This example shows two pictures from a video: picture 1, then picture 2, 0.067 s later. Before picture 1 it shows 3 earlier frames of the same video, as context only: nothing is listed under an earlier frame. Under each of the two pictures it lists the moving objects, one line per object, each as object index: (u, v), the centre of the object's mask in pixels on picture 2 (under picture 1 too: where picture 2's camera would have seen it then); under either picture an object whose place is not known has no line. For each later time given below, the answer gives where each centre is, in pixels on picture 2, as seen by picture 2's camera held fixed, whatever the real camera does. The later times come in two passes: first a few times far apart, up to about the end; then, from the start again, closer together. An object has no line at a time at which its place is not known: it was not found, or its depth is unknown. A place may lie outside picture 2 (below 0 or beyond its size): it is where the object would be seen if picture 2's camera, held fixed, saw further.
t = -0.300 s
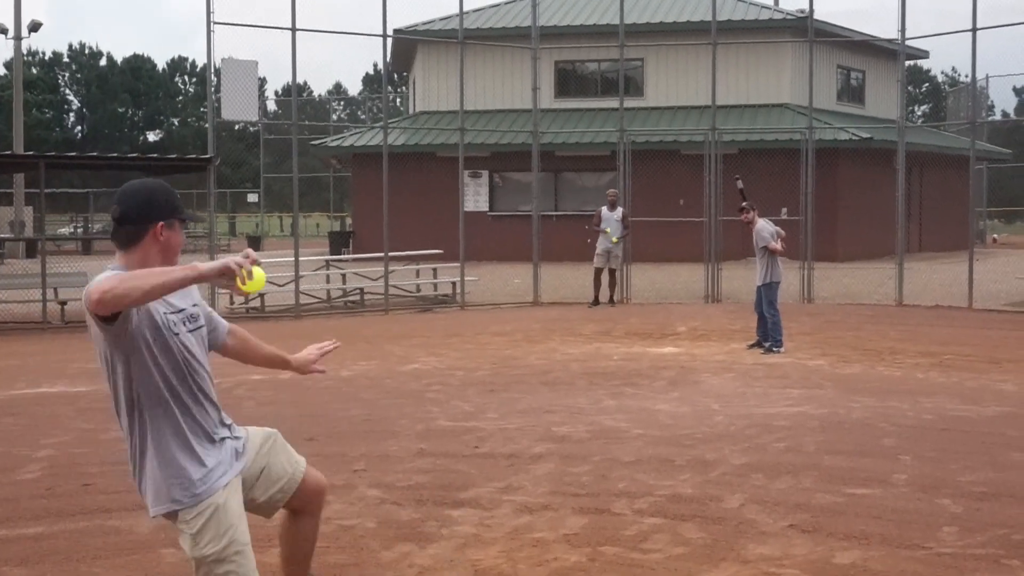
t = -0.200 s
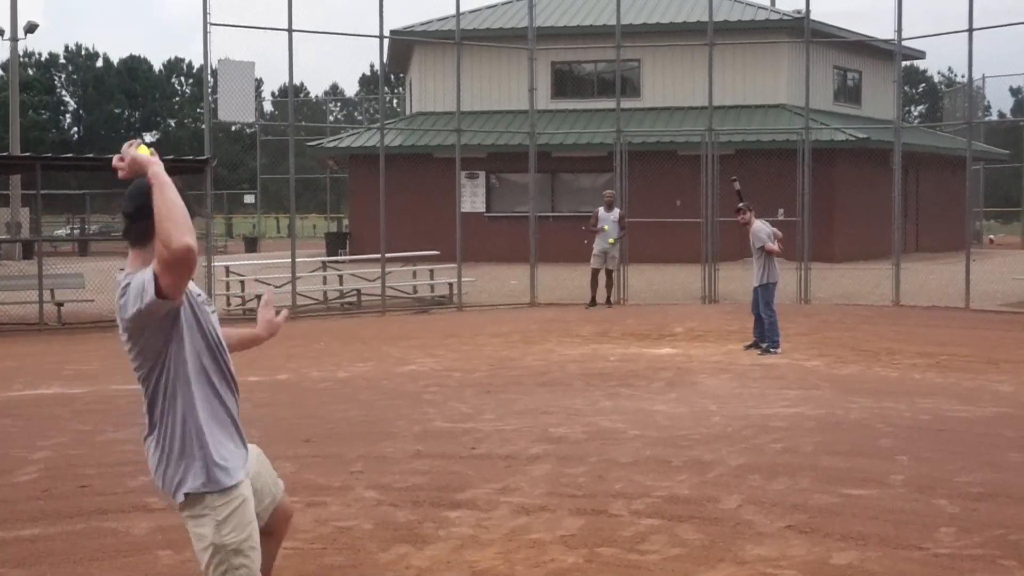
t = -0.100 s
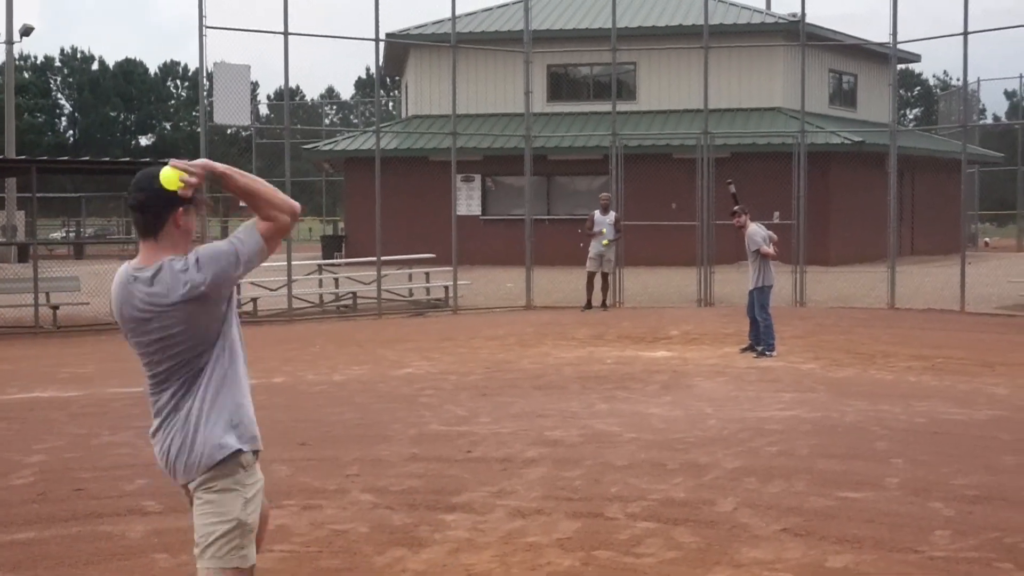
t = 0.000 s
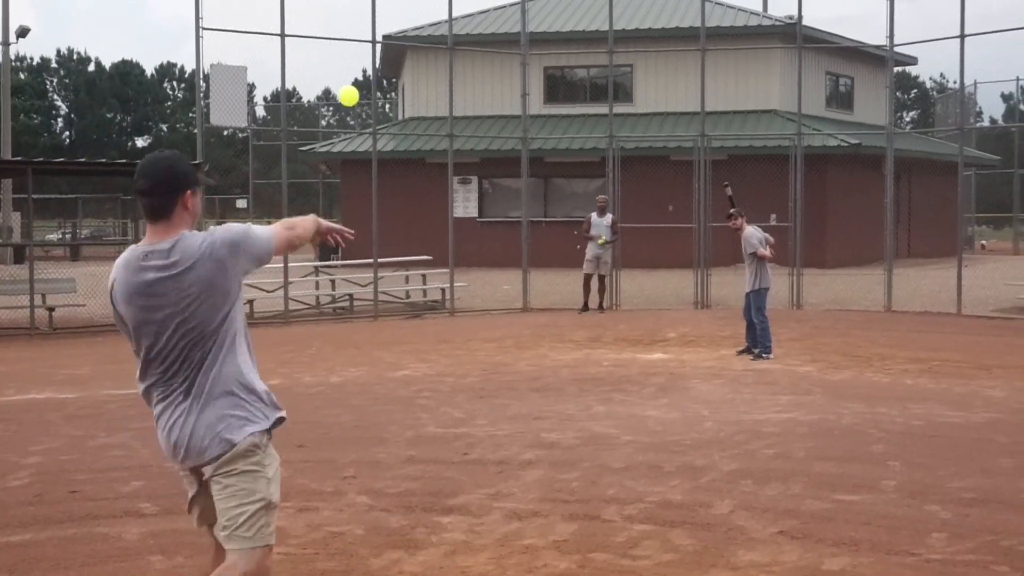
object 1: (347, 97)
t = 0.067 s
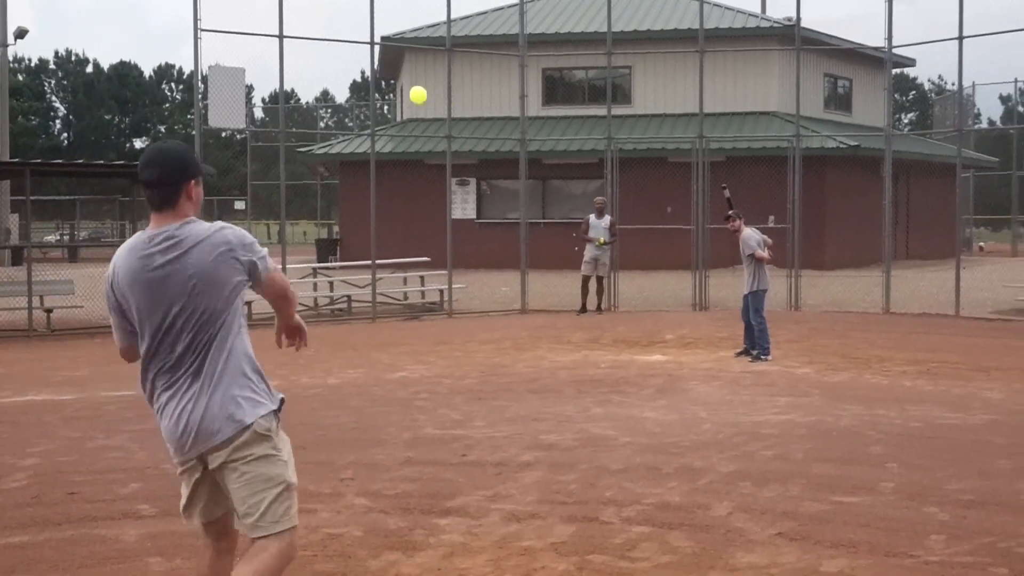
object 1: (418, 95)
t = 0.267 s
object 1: (532, 122)
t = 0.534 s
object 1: (600, 194)
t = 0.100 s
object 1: (445, 96)
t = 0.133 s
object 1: (468, 98)
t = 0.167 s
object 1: (488, 103)
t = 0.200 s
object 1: (505, 109)
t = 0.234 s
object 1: (520, 115)
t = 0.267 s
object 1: (532, 122)
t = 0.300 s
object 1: (544, 129)
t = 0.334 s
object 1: (555, 137)
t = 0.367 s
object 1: (564, 145)
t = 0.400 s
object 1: (573, 154)
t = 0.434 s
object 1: (580, 163)
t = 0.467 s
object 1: (587, 173)
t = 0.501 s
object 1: (594, 183)
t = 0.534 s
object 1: (600, 194)
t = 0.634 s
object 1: (617, 228)
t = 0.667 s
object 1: (622, 239)
